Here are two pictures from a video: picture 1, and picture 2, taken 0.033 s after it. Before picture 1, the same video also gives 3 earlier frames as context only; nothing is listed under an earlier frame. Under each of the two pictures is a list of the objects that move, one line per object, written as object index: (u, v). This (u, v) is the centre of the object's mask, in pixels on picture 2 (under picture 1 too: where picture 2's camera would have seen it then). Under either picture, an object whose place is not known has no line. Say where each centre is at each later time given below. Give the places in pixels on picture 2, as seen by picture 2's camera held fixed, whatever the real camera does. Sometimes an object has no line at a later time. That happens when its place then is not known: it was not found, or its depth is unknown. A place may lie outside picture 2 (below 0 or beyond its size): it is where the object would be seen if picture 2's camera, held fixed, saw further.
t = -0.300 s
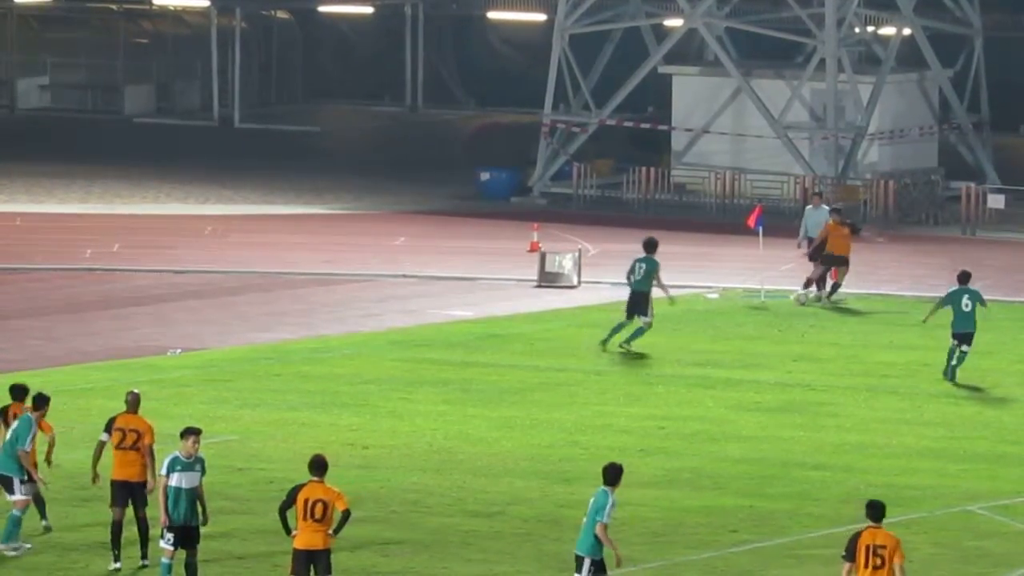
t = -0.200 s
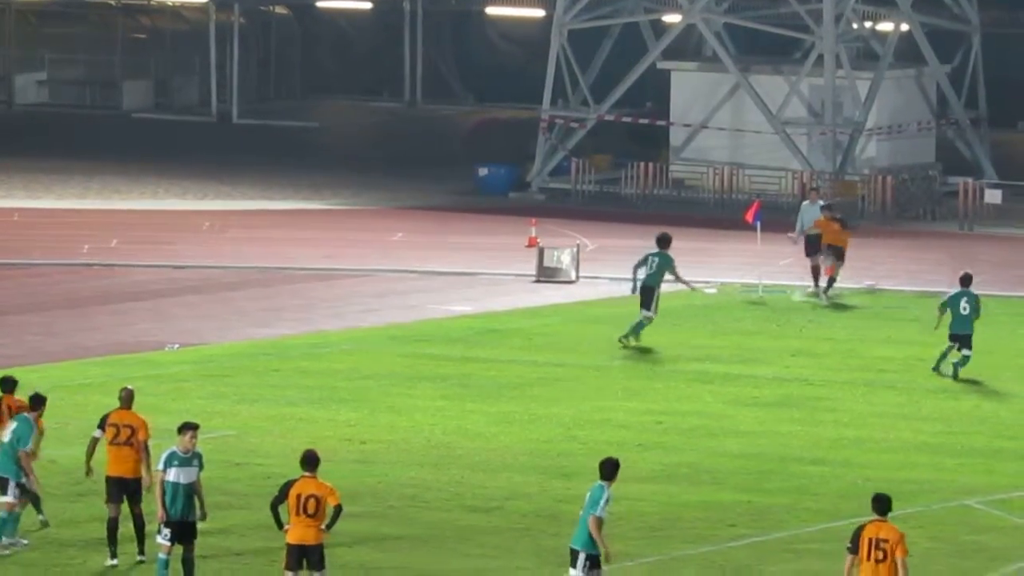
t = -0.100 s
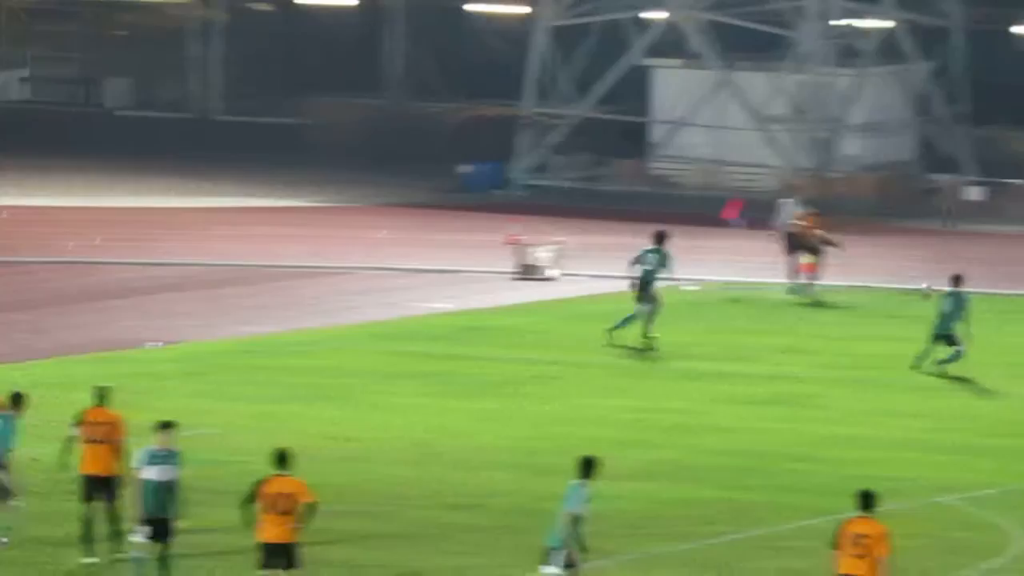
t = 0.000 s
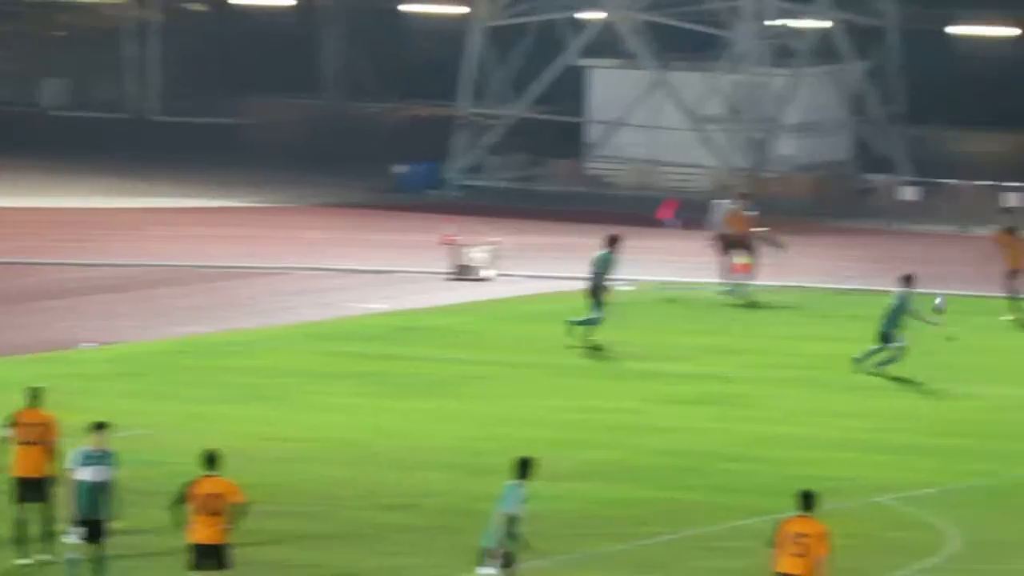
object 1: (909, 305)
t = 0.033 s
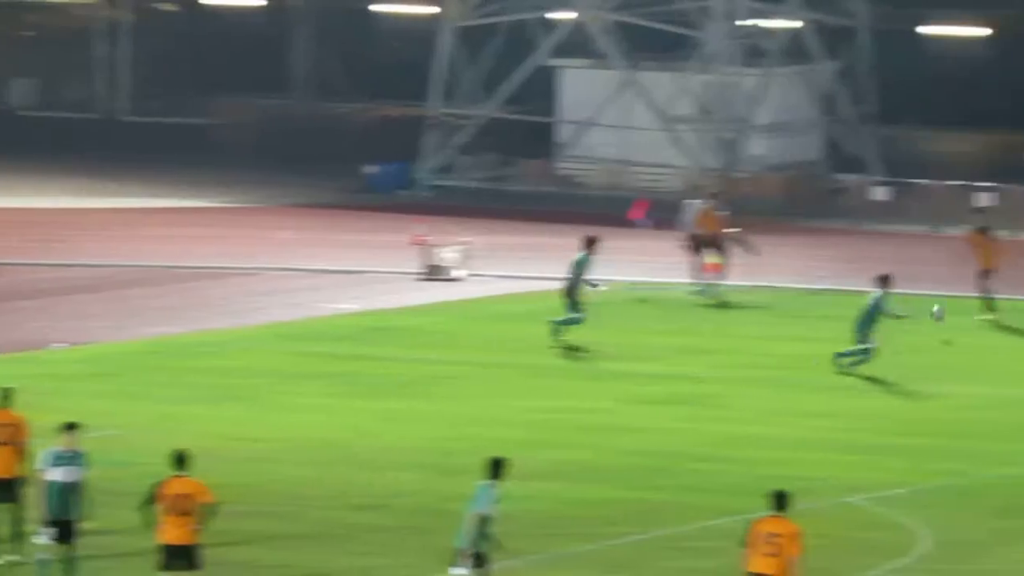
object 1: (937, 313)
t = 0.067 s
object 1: (965, 321)
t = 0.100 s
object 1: (993, 330)
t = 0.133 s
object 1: (1022, 343)
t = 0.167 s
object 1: (1049, 343)
